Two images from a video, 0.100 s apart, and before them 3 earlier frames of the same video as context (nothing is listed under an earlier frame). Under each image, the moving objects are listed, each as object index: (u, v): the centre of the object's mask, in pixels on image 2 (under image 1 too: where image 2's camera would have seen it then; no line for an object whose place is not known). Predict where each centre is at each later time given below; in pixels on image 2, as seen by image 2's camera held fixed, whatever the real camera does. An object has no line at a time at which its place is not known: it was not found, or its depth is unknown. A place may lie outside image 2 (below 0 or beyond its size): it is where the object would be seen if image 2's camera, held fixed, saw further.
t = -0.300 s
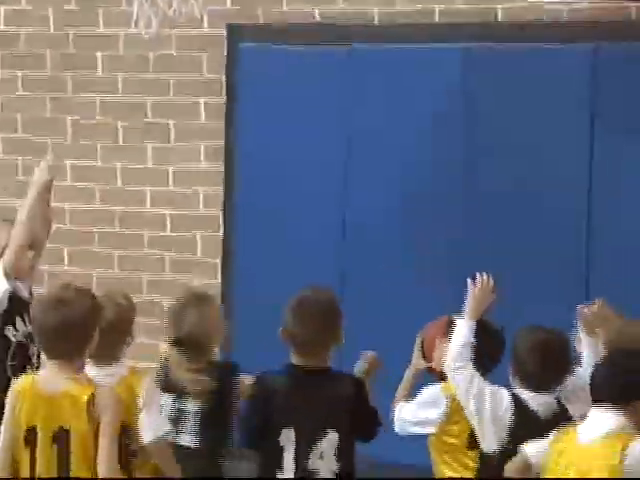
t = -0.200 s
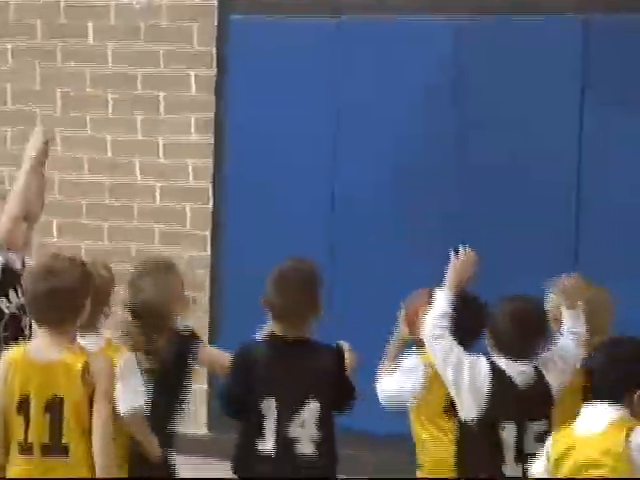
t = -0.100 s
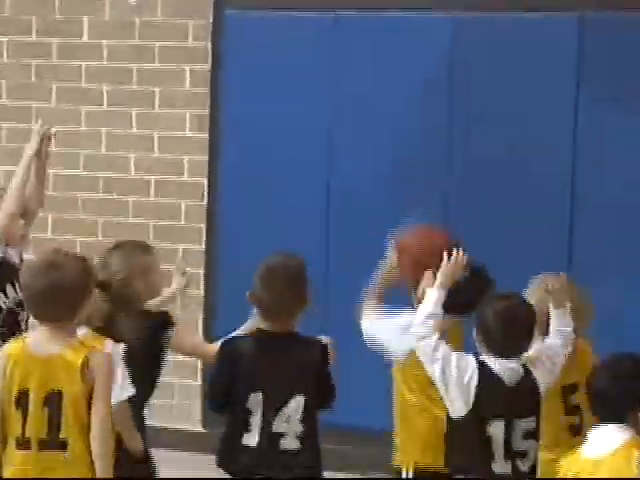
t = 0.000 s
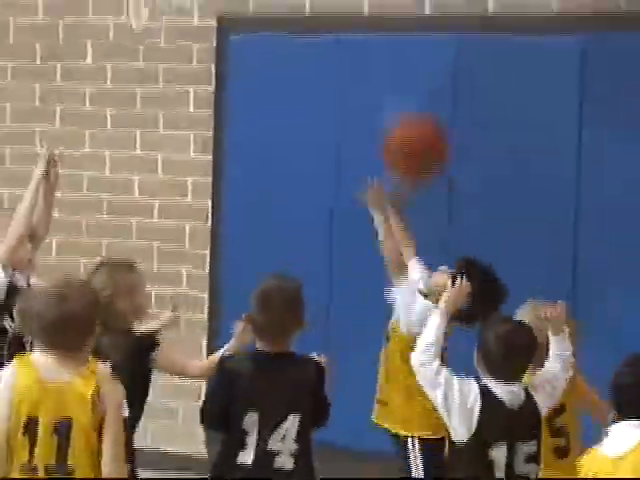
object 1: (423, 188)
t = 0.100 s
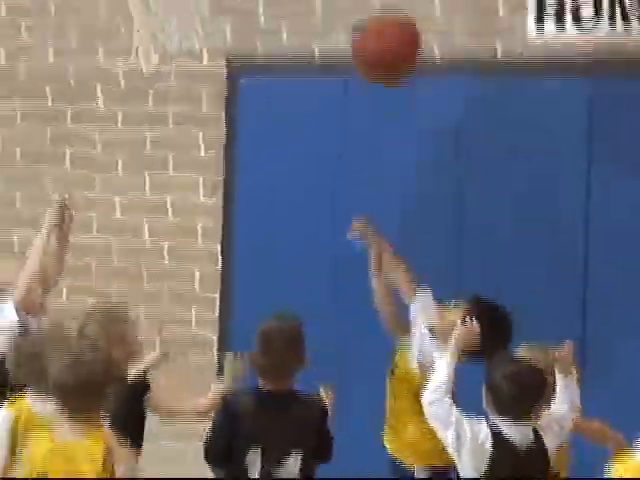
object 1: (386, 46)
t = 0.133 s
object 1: (378, 7)
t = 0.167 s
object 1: (369, -24)
